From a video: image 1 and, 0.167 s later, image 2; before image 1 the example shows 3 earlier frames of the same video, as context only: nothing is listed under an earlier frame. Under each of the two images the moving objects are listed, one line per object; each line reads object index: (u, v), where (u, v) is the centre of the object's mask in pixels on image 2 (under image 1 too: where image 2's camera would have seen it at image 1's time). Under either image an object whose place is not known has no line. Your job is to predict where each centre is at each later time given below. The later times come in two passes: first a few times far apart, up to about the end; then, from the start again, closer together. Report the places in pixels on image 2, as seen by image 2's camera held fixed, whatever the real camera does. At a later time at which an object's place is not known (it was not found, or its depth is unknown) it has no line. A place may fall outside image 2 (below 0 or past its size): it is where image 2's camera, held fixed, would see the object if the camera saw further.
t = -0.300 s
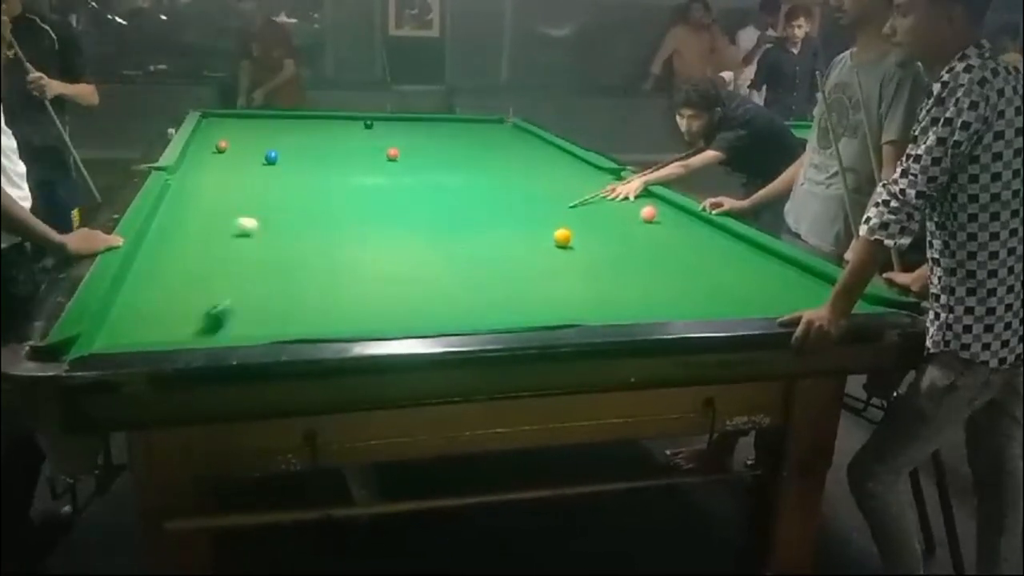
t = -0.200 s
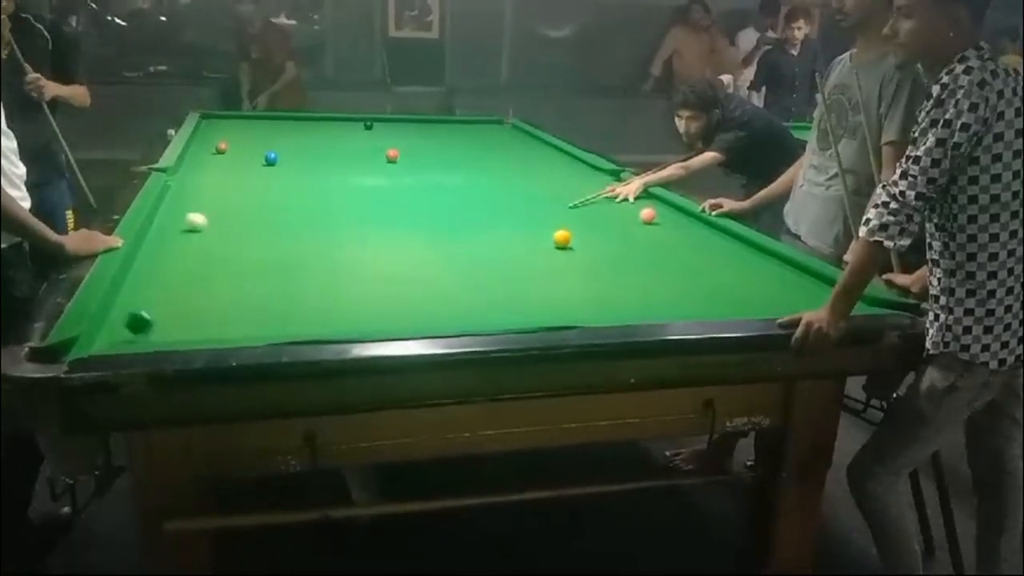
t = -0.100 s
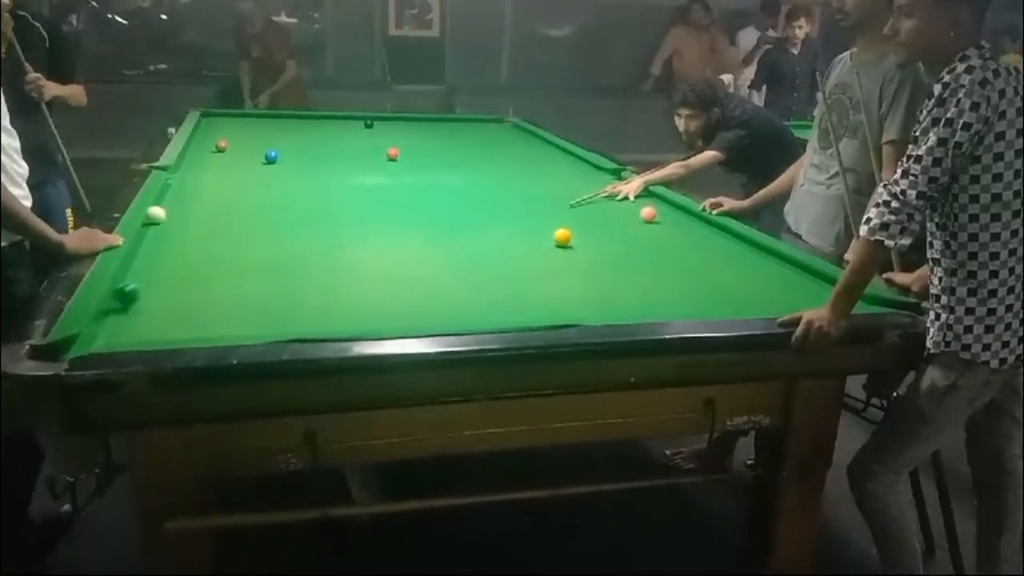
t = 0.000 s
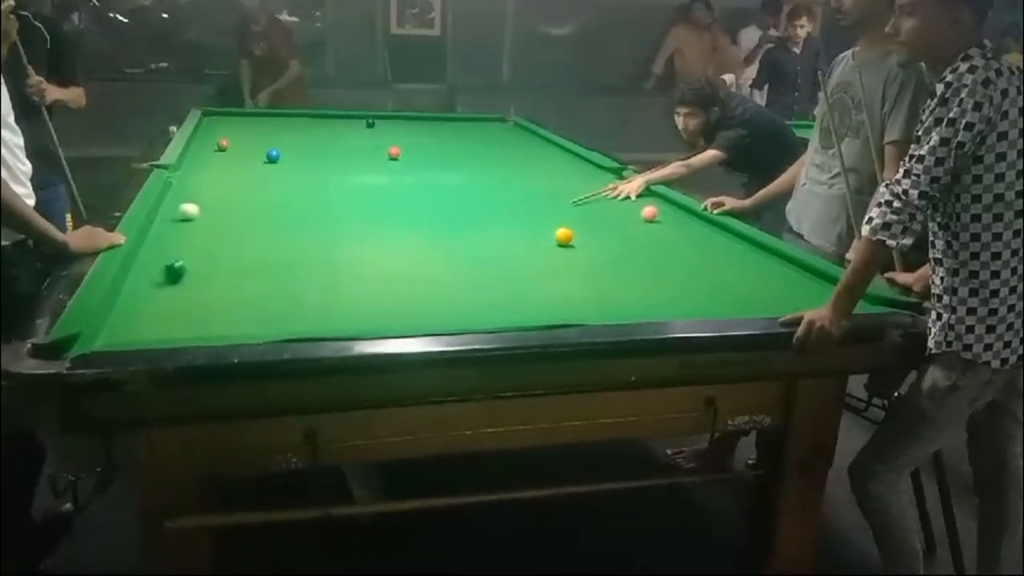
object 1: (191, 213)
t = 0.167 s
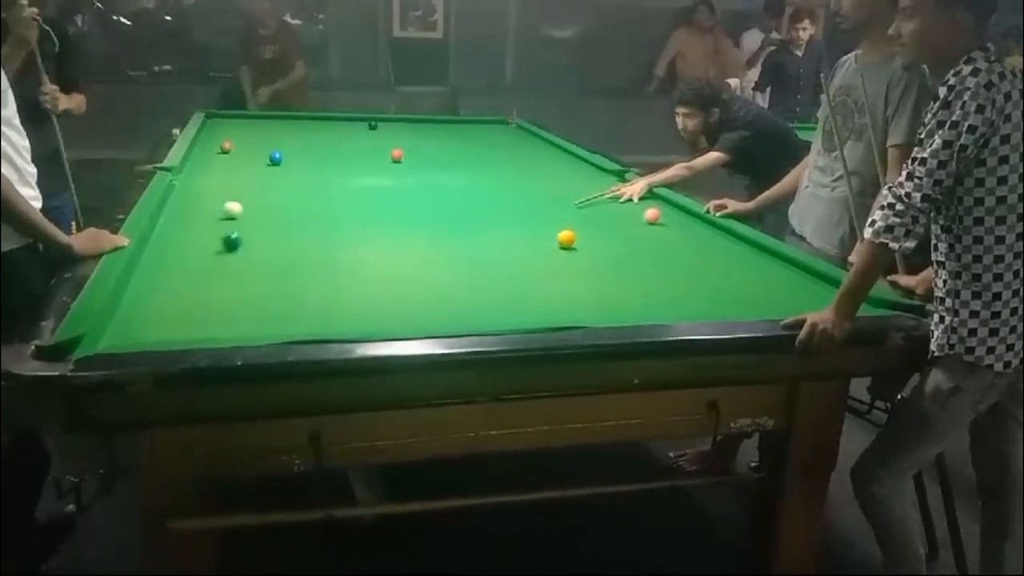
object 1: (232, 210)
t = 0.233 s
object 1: (247, 208)
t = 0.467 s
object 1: (287, 198)
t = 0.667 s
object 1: (307, 184)
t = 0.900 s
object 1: (326, 171)
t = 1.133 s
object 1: (343, 161)
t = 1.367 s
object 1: (356, 151)
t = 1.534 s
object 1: (364, 145)
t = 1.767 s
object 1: (374, 138)
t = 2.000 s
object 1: (383, 131)
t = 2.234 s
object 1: (391, 126)
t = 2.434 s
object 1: (398, 123)
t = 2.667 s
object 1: (405, 119)
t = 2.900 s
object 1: (415, 122)
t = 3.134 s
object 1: (426, 125)
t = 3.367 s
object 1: (435, 128)
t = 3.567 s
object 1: (443, 131)
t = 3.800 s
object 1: (452, 133)
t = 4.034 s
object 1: (460, 136)
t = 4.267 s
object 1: (468, 138)
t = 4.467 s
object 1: (475, 141)
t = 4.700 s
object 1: (482, 143)
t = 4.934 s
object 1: (489, 146)
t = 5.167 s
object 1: (495, 148)
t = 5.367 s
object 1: (500, 149)
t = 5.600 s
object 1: (505, 151)
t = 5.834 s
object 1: (509, 153)
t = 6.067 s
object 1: (512, 154)
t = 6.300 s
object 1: (514, 155)
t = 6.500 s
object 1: (516, 156)
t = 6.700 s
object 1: (516, 156)
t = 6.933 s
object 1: (517, 156)
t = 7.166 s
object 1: (517, 155)
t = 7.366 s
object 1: (517, 155)
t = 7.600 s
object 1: (518, 155)
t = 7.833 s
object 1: (518, 155)
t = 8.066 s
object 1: (518, 155)
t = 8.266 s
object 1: (518, 155)
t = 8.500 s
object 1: (518, 155)
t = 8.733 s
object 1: (518, 155)
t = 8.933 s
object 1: (518, 155)
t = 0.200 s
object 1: (240, 209)
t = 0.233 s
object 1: (247, 208)
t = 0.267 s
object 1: (254, 207)
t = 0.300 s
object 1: (261, 206)
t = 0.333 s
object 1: (269, 204)
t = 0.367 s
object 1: (275, 203)
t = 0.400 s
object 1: (280, 201)
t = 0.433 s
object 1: (284, 200)
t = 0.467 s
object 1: (287, 198)
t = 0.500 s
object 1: (290, 195)
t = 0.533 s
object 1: (294, 193)
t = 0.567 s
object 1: (298, 191)
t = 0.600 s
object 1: (301, 189)
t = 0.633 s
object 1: (304, 186)
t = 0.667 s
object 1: (307, 184)
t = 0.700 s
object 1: (310, 182)
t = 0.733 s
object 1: (313, 180)
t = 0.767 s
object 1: (316, 178)
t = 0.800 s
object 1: (318, 177)
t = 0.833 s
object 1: (322, 175)
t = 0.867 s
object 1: (324, 173)
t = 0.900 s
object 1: (326, 171)
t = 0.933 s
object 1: (329, 170)
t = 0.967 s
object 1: (331, 169)
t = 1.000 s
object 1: (334, 167)
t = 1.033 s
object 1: (336, 165)
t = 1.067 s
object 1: (338, 164)
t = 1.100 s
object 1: (340, 162)
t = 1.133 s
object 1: (343, 161)
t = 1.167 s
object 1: (345, 159)
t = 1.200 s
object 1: (346, 158)
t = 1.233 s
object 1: (348, 156)
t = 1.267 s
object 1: (350, 155)
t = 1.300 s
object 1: (352, 153)
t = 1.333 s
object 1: (354, 152)
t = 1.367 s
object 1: (356, 151)
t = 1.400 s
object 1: (357, 150)
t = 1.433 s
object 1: (359, 149)
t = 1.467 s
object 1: (361, 147)
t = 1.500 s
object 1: (362, 146)
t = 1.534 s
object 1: (364, 145)
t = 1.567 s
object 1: (365, 144)
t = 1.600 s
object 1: (367, 143)
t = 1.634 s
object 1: (369, 142)
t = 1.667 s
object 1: (370, 141)
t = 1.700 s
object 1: (372, 140)
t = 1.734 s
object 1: (373, 139)
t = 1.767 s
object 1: (374, 138)
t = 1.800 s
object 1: (376, 137)
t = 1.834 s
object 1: (377, 136)
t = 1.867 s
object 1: (379, 135)
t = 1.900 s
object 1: (380, 134)
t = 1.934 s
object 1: (381, 133)
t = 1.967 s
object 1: (382, 132)
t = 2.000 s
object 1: (383, 131)
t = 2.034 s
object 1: (384, 131)
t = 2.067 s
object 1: (386, 130)
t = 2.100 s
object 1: (387, 129)
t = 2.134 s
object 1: (388, 129)
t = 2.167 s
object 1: (389, 127)
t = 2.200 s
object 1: (390, 127)
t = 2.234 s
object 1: (391, 126)
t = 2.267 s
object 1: (392, 126)
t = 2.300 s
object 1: (393, 125)
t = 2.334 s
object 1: (394, 124)
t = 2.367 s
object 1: (396, 124)
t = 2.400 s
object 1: (397, 123)
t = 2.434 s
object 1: (398, 123)
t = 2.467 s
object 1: (399, 122)
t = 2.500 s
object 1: (400, 120)
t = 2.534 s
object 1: (400, 120)
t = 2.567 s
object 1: (402, 120)
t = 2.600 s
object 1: (403, 119)
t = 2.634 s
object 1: (403, 119)
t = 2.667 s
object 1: (405, 119)
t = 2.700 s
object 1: (407, 119)
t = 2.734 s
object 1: (408, 120)
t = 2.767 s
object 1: (409, 121)
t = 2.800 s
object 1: (411, 121)
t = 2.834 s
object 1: (413, 121)
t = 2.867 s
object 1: (414, 122)
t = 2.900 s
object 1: (415, 122)
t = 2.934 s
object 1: (417, 122)
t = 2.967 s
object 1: (418, 123)
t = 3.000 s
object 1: (420, 123)
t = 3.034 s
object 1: (421, 124)
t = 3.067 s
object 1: (422, 125)
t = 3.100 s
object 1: (424, 125)
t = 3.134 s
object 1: (426, 125)
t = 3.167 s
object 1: (427, 126)
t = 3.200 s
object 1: (428, 126)
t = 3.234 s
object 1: (429, 127)
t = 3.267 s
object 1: (431, 127)
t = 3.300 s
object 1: (432, 127)
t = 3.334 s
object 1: (434, 128)
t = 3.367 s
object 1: (435, 128)
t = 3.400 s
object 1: (437, 129)
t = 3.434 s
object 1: (438, 129)
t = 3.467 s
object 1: (439, 130)
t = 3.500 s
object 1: (440, 130)
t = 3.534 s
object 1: (442, 130)
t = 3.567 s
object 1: (443, 131)
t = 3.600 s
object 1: (445, 131)
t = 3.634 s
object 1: (446, 131)
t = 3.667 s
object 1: (447, 132)
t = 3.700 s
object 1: (449, 132)
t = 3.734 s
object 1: (450, 132)
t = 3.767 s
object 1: (451, 133)
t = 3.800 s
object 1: (452, 133)
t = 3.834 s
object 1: (453, 133)
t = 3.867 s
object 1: (454, 133)
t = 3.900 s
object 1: (456, 134)
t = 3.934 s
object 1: (457, 134)
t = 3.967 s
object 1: (459, 135)
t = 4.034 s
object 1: (460, 136)
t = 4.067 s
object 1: (461, 136)
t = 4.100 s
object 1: (462, 136)
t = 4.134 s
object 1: (463, 137)
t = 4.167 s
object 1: (465, 137)
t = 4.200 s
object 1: (466, 138)
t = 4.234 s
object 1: (467, 138)
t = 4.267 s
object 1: (468, 138)
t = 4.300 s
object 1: (469, 139)
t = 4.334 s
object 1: (470, 139)
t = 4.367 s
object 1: (471, 139)
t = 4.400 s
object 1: (472, 140)
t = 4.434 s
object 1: (474, 140)
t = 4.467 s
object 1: (475, 141)
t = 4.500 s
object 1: (476, 141)
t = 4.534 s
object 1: (477, 141)
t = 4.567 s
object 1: (478, 142)
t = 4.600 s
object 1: (479, 142)
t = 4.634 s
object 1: (480, 142)
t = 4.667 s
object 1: (481, 143)
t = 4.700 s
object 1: (482, 143)
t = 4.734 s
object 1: (483, 144)
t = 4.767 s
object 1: (484, 144)
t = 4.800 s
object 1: (485, 144)
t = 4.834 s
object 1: (486, 144)
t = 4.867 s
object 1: (487, 145)
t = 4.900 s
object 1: (488, 145)
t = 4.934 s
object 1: (489, 146)
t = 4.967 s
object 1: (490, 146)
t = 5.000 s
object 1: (491, 146)
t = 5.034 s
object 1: (492, 147)
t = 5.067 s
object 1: (492, 147)
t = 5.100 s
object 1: (493, 147)
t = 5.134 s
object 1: (494, 147)
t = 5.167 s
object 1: (495, 148)
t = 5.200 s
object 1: (496, 148)
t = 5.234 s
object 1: (497, 147)
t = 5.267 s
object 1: (498, 149)
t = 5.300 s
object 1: (498, 148)
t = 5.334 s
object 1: (499, 149)
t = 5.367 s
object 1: (500, 149)
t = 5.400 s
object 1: (501, 150)
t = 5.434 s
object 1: (502, 150)
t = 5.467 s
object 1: (502, 150)
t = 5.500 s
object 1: (503, 150)
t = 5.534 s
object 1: (504, 150)
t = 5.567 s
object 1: (504, 151)
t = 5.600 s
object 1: (505, 151)
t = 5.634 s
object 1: (505, 152)
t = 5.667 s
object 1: (506, 152)
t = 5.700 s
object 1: (507, 152)
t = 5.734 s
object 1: (507, 152)
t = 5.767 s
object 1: (508, 152)
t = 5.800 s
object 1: (508, 153)
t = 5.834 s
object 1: (509, 153)
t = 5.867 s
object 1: (509, 153)
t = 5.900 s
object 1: (510, 153)
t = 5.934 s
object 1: (510, 153)
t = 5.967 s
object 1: (511, 153)
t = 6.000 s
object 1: (511, 153)
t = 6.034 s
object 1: (511, 154)
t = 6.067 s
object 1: (512, 154)
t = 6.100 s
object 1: (512, 154)
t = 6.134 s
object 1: (512, 154)
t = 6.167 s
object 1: (513, 154)
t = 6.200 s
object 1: (513, 154)
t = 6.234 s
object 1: (513, 154)
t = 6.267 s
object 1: (514, 155)
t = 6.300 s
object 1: (514, 155)
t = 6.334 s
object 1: (514, 155)
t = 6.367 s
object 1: (514, 155)
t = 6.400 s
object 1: (515, 156)
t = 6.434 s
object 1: (515, 156)
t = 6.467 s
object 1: (515, 156)
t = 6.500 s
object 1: (516, 156)
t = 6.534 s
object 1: (516, 156)
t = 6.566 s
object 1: (516, 155)
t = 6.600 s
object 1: (516, 156)
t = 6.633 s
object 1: (516, 156)
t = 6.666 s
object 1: (517, 156)
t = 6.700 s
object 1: (516, 156)
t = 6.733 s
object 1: (517, 155)
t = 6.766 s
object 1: (517, 156)
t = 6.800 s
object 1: (517, 156)
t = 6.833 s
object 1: (517, 156)
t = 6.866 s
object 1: (517, 156)
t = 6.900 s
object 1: (517, 156)
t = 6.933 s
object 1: (517, 156)
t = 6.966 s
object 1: (517, 156)
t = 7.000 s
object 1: (517, 156)
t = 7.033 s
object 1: (517, 156)
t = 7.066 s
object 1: (518, 156)
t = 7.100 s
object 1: (518, 156)
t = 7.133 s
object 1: (518, 155)
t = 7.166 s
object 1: (517, 155)
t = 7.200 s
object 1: (518, 156)
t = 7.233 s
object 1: (518, 156)
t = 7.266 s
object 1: (517, 156)
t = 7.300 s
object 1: (517, 155)
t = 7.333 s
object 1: (517, 155)
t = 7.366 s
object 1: (517, 155)
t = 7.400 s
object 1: (517, 155)
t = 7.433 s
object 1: (517, 156)
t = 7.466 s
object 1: (518, 155)
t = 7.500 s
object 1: (517, 156)
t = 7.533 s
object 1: (517, 155)
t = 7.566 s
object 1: (517, 155)
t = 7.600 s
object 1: (518, 155)
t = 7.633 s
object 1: (518, 155)
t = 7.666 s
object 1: (517, 155)
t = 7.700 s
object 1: (517, 155)
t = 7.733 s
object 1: (518, 155)
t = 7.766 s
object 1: (517, 155)
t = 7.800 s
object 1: (517, 155)
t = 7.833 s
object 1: (518, 155)
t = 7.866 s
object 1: (518, 155)
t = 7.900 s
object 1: (518, 155)
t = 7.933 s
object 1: (518, 155)
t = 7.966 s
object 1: (518, 155)
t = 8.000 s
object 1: (518, 155)
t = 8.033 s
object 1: (518, 155)
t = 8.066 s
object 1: (518, 155)
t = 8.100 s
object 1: (518, 155)
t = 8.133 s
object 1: (518, 155)
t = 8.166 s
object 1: (518, 155)
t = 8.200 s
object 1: (517, 155)
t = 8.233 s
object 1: (518, 155)
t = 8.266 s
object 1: (518, 155)
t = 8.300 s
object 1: (518, 155)
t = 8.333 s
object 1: (518, 155)
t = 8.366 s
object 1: (518, 155)
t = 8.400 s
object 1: (518, 156)
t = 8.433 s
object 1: (518, 156)
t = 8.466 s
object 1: (517, 155)
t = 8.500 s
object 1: (518, 155)
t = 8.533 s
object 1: (517, 156)
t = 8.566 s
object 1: (517, 156)
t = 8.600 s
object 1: (518, 156)
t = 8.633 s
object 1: (518, 156)
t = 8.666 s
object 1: (517, 155)
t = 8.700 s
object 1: (518, 155)
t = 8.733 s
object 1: (518, 155)
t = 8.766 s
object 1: (518, 156)
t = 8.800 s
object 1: (518, 155)
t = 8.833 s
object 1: (518, 156)
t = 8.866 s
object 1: (518, 156)
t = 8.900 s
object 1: (518, 156)
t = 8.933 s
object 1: (518, 155)
